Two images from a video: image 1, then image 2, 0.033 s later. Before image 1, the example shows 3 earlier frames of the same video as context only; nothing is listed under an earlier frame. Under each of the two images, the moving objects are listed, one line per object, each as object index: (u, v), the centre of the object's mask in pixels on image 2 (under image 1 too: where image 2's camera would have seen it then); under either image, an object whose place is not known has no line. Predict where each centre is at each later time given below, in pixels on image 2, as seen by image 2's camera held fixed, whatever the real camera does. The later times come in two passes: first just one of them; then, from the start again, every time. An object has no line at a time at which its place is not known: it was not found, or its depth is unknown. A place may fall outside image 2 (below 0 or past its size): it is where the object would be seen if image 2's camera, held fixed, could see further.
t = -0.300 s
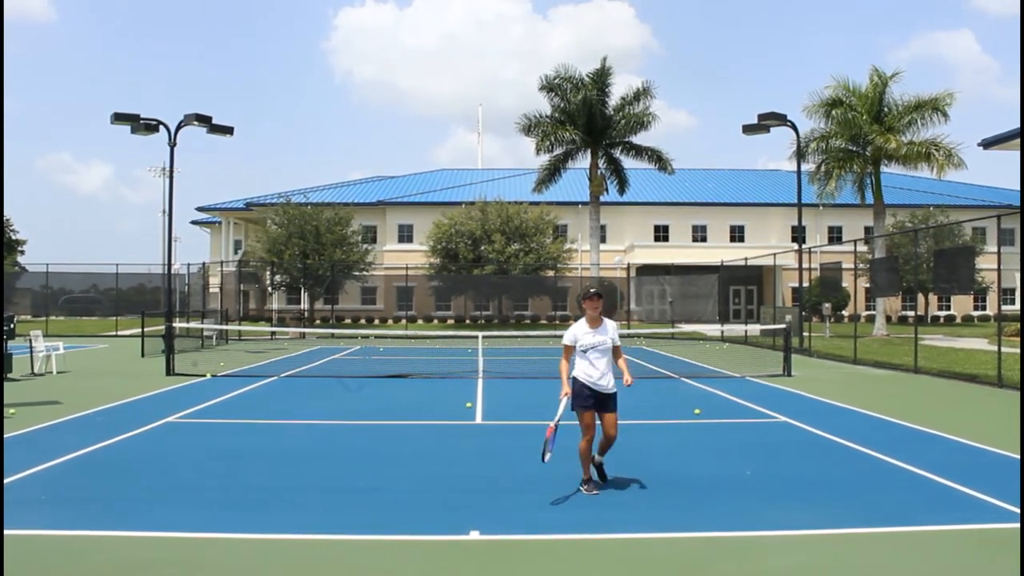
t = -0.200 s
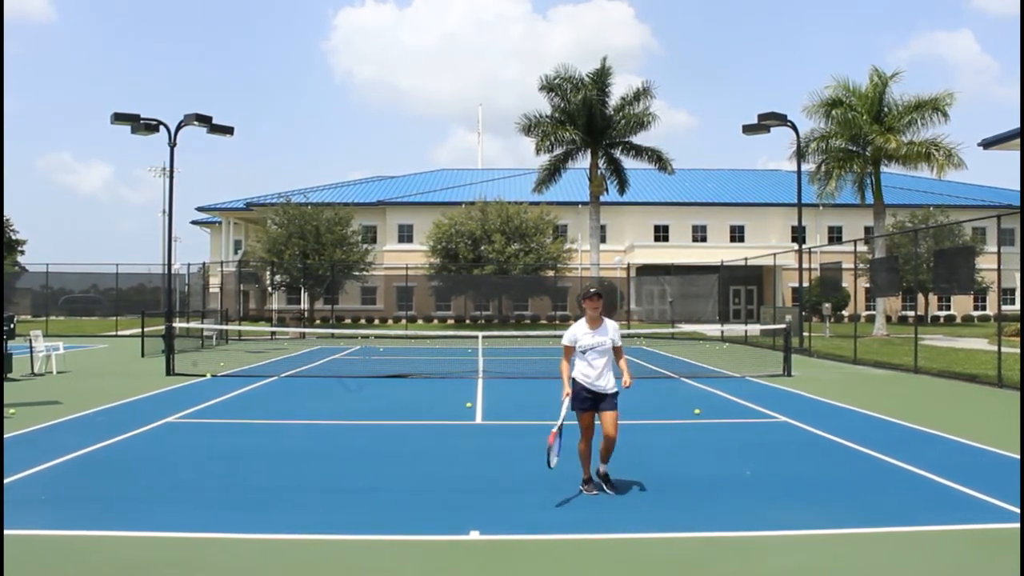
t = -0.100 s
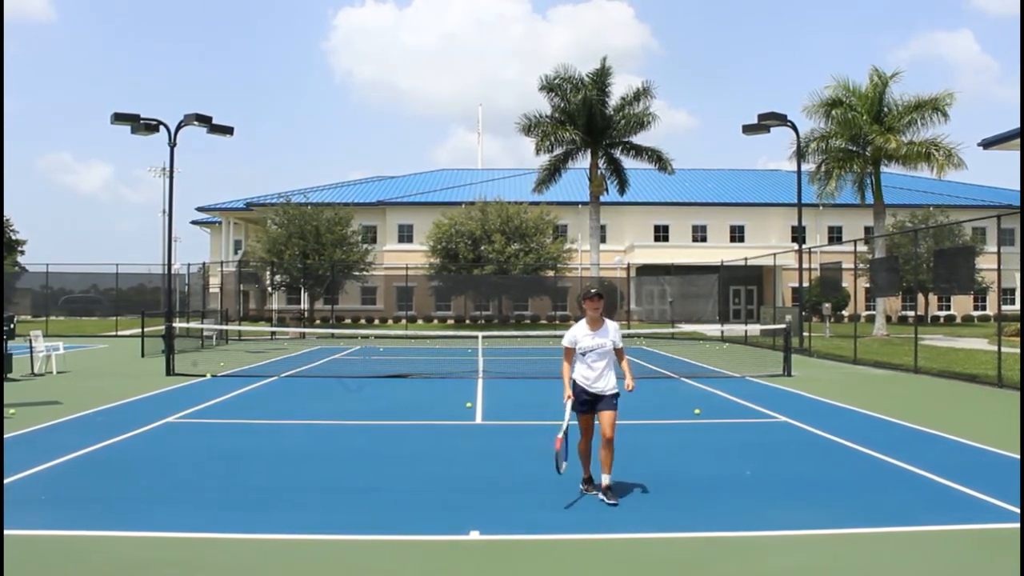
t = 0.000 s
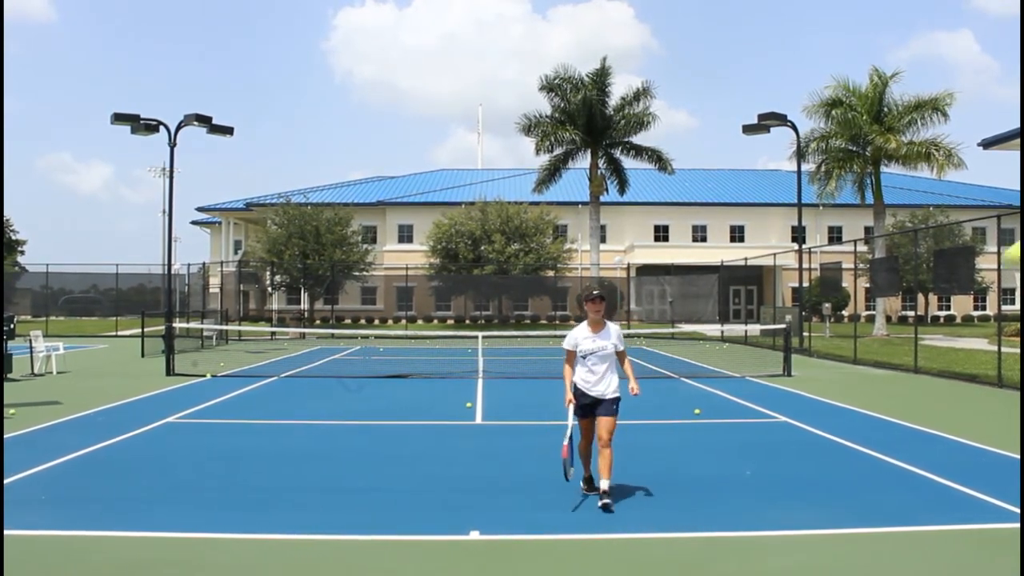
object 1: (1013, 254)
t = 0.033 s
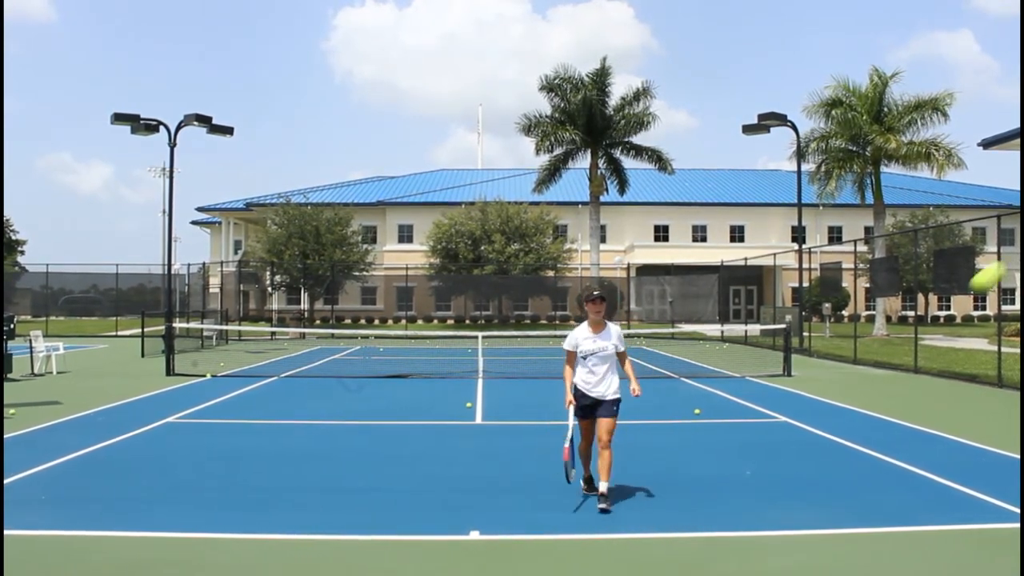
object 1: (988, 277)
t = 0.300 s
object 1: (804, 509)
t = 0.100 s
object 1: (931, 330)
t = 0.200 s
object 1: (859, 419)
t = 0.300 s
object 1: (804, 509)
